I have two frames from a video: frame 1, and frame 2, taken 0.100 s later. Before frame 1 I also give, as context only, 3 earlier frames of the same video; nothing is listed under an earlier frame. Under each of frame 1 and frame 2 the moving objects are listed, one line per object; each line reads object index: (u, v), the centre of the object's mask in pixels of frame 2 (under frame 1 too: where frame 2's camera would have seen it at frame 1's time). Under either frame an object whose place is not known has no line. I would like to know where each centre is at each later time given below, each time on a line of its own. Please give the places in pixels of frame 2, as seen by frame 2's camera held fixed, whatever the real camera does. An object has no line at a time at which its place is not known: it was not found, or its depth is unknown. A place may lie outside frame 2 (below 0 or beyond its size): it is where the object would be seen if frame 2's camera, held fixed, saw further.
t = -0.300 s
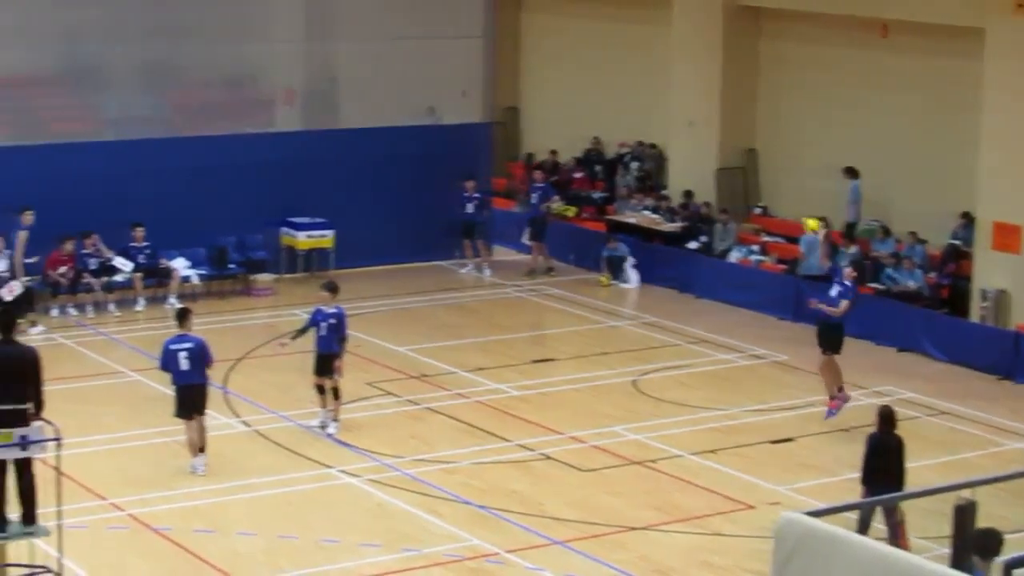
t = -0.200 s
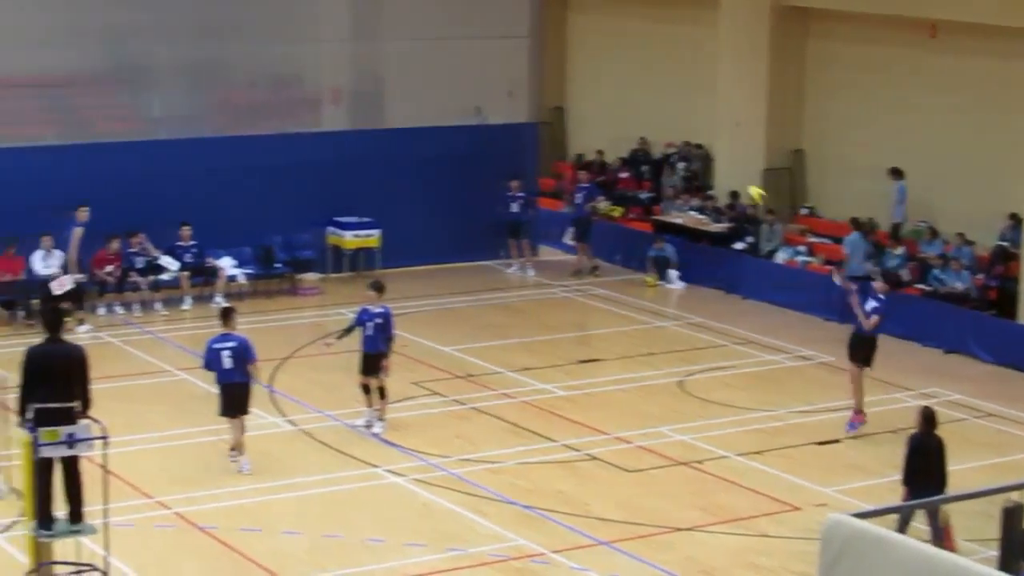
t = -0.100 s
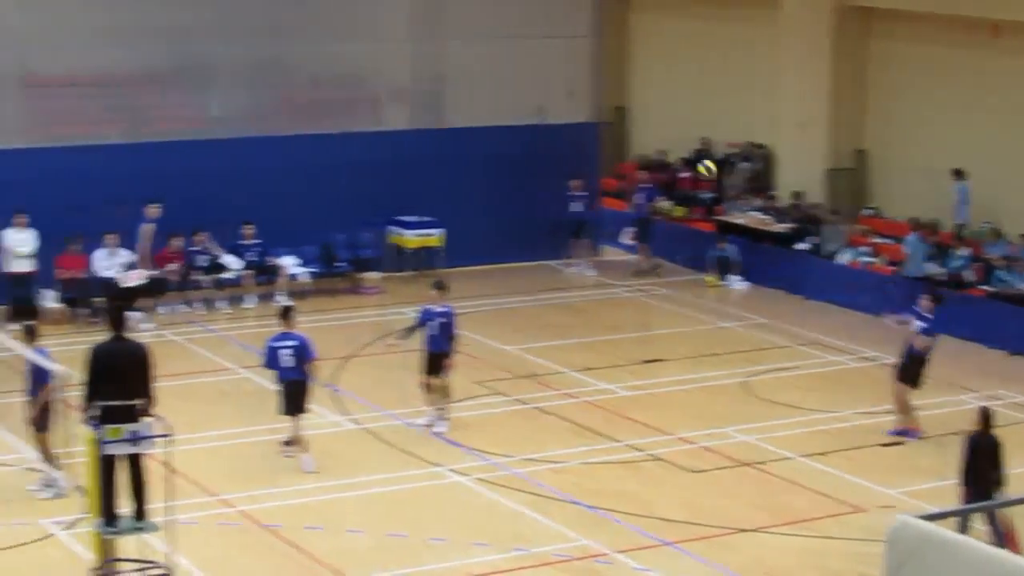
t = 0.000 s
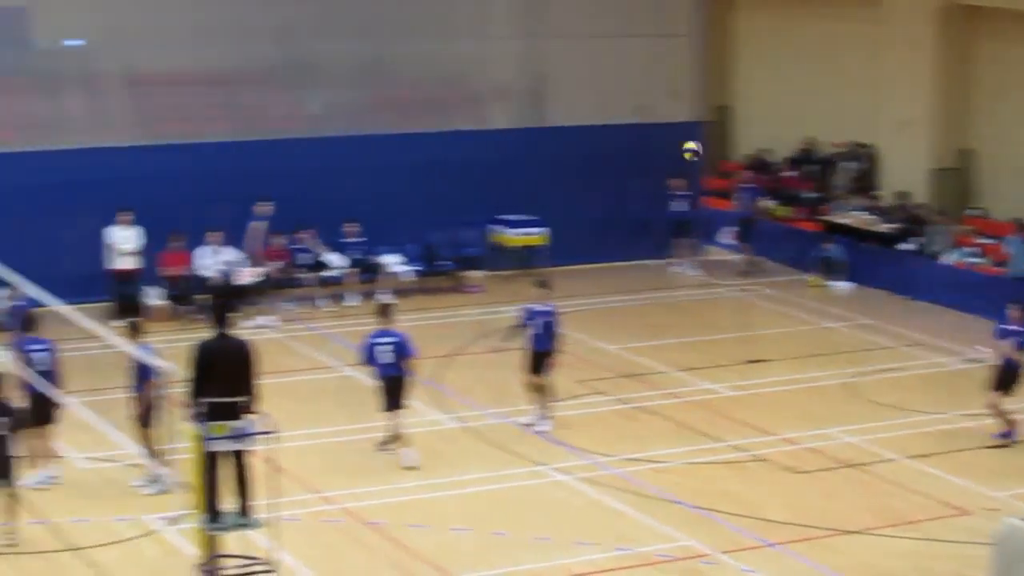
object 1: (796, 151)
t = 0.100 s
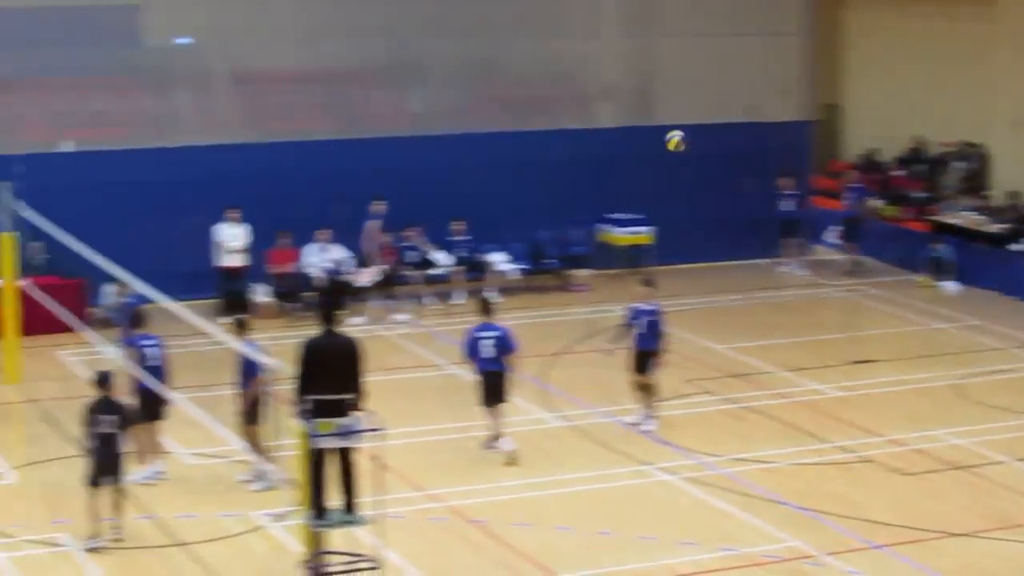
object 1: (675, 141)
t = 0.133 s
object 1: (635, 139)
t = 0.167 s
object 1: (595, 138)
